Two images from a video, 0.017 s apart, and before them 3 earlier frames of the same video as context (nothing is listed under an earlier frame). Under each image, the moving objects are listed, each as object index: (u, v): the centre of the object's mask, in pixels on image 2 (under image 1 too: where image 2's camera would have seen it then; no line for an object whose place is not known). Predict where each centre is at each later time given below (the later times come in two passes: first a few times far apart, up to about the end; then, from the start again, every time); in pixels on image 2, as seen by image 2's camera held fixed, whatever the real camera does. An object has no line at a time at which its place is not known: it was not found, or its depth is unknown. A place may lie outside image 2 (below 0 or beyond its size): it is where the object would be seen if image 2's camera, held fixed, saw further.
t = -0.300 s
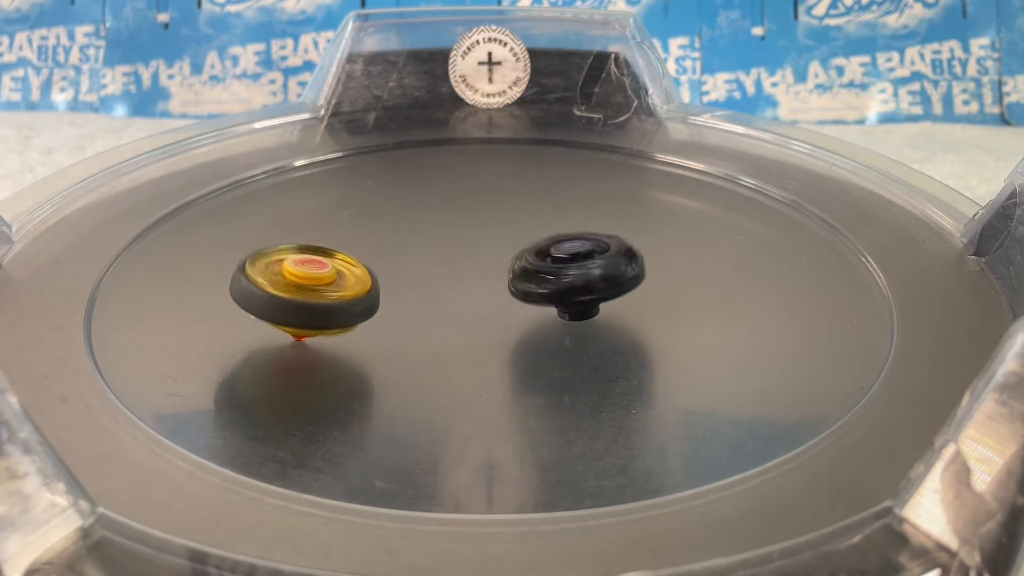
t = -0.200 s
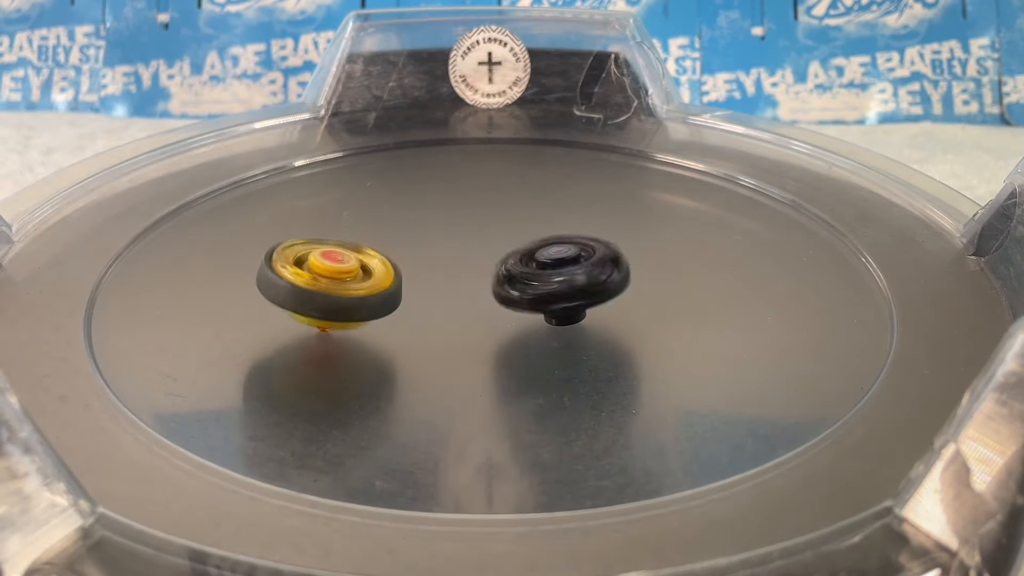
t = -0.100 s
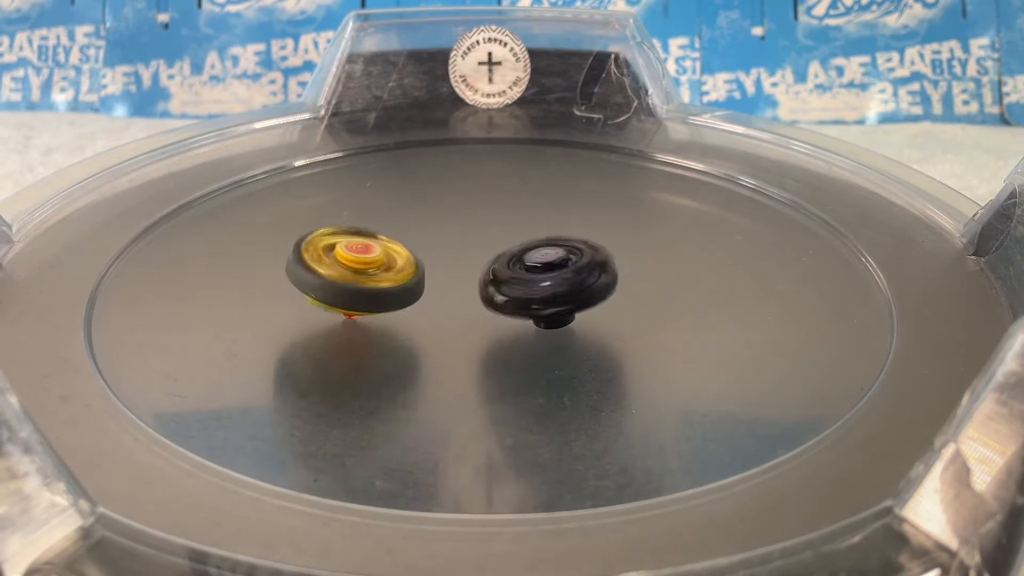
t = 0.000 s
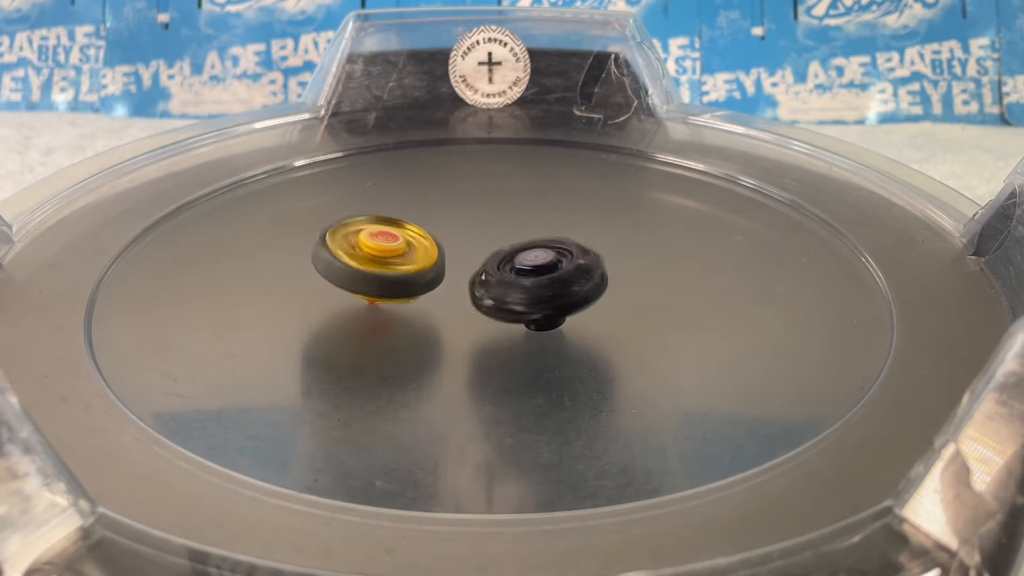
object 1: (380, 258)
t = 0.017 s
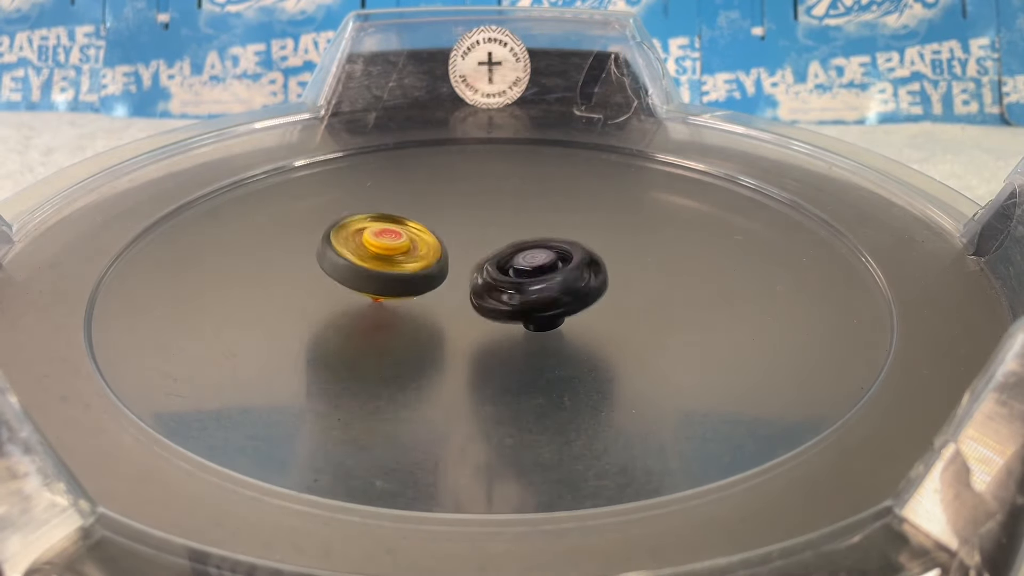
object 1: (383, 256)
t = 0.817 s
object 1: (500, 204)
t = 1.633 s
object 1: (603, 250)
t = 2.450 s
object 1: (645, 331)
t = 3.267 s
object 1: (396, 336)
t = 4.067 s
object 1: (201, 253)
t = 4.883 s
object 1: (226, 214)
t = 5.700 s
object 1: (394, 330)
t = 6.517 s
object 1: (690, 261)
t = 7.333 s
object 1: (469, 239)
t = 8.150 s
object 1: (368, 283)
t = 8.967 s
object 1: (462, 337)
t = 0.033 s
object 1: (386, 254)
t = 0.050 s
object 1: (390, 252)
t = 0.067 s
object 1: (393, 250)
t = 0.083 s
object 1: (396, 248)
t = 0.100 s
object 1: (400, 246)
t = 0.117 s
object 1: (403, 243)
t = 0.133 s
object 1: (406, 240)
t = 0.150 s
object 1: (409, 237)
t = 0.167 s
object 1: (412, 235)
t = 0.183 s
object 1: (413, 233)
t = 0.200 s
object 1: (416, 231)
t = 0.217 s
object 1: (418, 229)
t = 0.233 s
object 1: (421, 227)
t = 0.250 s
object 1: (423, 225)
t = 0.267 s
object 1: (425, 223)
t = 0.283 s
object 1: (427, 220)
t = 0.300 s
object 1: (429, 218)
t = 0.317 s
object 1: (431, 217)
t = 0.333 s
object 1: (433, 215)
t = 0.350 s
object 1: (434, 214)
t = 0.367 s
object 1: (436, 213)
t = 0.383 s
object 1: (438, 211)
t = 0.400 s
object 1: (440, 209)
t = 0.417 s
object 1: (442, 208)
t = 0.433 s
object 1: (444, 207)
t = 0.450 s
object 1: (445, 206)
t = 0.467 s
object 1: (447, 205)
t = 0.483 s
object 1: (449, 205)
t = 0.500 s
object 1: (451, 204)
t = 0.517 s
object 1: (453, 204)
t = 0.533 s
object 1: (455, 203)
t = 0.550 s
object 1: (457, 202)
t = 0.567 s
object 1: (459, 202)
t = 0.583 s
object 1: (461, 202)
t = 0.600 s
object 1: (463, 202)
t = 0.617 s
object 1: (466, 202)
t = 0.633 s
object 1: (468, 202)
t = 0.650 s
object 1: (472, 202)
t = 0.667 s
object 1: (474, 202)
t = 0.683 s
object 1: (477, 202)
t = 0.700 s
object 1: (479, 202)
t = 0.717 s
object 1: (482, 203)
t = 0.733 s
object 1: (484, 203)
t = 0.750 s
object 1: (488, 204)
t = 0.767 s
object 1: (491, 204)
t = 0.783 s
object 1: (494, 204)
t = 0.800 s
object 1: (497, 204)
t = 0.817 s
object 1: (500, 204)
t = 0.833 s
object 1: (504, 205)
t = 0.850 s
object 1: (510, 204)
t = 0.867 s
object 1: (513, 204)
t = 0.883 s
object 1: (516, 206)
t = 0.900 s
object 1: (521, 206)
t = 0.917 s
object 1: (523, 207)
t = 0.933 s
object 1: (527, 208)
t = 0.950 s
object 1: (532, 208)
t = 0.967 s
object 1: (537, 205)
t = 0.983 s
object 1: (540, 201)
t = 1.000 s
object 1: (546, 196)
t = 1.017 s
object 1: (550, 193)
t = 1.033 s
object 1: (553, 191)
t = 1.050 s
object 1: (555, 190)
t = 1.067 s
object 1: (557, 190)
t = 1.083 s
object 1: (559, 189)
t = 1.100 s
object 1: (561, 189)
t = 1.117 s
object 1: (562, 188)
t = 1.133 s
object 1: (562, 189)
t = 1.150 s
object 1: (563, 189)
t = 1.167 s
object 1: (565, 190)
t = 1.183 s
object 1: (566, 191)
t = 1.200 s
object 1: (567, 191)
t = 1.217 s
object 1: (567, 192)
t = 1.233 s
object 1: (568, 193)
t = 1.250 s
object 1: (568, 194)
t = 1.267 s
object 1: (568, 196)
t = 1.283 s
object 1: (569, 197)
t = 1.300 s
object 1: (570, 198)
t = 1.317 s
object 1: (571, 200)
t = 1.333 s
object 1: (571, 202)
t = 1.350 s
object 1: (572, 205)
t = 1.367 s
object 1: (574, 207)
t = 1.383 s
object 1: (575, 209)
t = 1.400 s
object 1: (576, 211)
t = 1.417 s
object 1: (577, 213)
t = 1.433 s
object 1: (578, 216)
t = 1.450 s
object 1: (579, 219)
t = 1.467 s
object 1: (582, 221)
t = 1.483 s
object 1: (583, 224)
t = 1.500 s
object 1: (585, 227)
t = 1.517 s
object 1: (586, 229)
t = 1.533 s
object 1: (588, 233)
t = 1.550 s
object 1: (590, 236)
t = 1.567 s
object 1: (593, 239)
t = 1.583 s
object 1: (595, 242)
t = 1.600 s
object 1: (598, 244)
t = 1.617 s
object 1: (601, 247)
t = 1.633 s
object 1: (603, 250)
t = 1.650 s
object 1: (606, 253)
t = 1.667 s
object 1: (609, 256)
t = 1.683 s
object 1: (612, 259)
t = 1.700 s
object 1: (615, 261)
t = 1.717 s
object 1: (618, 264)
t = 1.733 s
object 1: (621, 267)
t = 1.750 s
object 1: (624, 270)
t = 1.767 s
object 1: (628, 273)
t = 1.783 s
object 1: (631, 274)
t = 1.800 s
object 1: (634, 276)
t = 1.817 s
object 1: (637, 279)
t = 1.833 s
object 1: (640, 281)
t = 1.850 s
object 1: (644, 284)
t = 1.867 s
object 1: (648, 285)
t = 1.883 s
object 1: (651, 287)
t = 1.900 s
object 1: (653, 289)
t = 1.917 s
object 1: (656, 292)
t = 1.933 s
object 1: (659, 294)
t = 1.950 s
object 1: (663, 296)
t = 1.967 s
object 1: (666, 297)
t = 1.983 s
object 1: (668, 298)
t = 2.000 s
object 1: (670, 300)
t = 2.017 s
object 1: (672, 302)
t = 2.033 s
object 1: (675, 304)
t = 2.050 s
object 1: (677, 305)
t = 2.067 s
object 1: (678, 306)
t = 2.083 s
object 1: (679, 308)
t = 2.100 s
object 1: (680, 310)
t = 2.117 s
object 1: (682, 311)
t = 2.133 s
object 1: (684, 311)
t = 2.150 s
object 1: (683, 312)
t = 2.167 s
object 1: (683, 314)
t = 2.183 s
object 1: (683, 316)
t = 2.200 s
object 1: (683, 317)
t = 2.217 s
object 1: (683, 317)
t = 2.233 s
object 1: (682, 318)
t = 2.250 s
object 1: (680, 319)
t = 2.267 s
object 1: (678, 321)
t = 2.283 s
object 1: (677, 322)
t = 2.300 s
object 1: (676, 323)
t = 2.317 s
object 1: (673, 323)
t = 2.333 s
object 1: (669, 325)
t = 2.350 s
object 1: (667, 326)
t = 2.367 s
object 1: (665, 327)
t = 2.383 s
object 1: (662, 327)
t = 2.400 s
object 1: (657, 328)
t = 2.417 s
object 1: (652, 329)
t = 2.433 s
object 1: (649, 331)
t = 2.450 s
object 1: (645, 331)
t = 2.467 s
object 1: (642, 332)
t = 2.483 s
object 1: (637, 332)
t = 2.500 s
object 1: (632, 334)
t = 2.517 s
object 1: (627, 335)
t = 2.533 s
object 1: (623, 335)
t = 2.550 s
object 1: (618, 336)
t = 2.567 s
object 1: (612, 336)
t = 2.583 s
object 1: (605, 337)
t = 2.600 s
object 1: (600, 338)
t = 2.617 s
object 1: (596, 338)
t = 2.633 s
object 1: (590, 339)
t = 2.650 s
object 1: (583, 340)
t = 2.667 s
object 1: (577, 341)
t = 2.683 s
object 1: (572, 341)
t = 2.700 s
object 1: (568, 342)
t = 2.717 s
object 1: (562, 343)
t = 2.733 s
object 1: (555, 344)
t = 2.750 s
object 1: (550, 345)
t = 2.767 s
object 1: (545, 345)
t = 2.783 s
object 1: (540, 346)
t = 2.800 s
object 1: (534, 346)
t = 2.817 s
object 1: (527, 347)
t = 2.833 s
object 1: (522, 348)
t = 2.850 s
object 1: (518, 347)
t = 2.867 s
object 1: (512, 348)
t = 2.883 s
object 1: (504, 348)
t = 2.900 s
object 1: (498, 349)
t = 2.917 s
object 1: (494, 349)
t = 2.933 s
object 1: (489, 349)
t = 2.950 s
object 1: (483, 349)
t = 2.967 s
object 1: (477, 348)
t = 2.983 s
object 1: (472, 348)
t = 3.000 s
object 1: (468, 348)
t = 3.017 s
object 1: (463, 347)
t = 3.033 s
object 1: (456, 347)
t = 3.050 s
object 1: (450, 346)
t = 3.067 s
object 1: (445, 346)
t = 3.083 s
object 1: (442, 345)
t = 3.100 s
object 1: (437, 344)
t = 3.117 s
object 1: (432, 344)
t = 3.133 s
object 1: (428, 343)
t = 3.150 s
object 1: (425, 342)
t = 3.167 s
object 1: (421, 341)
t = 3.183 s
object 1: (415, 340)
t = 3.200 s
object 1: (411, 340)
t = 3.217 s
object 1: (408, 339)
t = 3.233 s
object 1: (405, 337)
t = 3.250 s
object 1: (400, 337)
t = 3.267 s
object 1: (396, 336)
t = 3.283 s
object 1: (394, 335)
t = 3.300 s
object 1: (391, 333)
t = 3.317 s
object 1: (386, 332)
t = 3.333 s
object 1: (382, 331)
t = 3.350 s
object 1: (381, 330)
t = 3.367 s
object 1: (379, 329)
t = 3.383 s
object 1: (375, 327)
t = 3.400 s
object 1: (372, 326)
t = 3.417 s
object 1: (371, 325)
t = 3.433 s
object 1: (369, 323)
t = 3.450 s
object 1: (367, 321)
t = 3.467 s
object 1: (363, 320)
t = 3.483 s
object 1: (362, 319)
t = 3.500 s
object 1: (362, 317)
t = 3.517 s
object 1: (360, 315)
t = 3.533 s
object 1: (357, 314)
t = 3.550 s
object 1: (357, 313)
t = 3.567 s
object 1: (357, 311)
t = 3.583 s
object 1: (356, 309)
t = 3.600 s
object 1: (354, 308)
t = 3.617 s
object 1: (354, 306)
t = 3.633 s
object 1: (355, 305)
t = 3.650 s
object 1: (355, 303)
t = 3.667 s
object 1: (354, 301)
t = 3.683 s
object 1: (354, 300)
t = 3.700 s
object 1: (356, 299)
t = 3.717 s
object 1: (356, 296)
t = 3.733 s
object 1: (356, 294)
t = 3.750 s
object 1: (357, 293)
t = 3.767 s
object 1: (359, 292)
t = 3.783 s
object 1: (360, 289)
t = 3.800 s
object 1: (360, 288)
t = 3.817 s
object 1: (362, 286)
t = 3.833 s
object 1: (364, 285)
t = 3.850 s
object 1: (346, 279)
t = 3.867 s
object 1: (317, 276)
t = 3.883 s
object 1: (293, 271)
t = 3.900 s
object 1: (272, 265)
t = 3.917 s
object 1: (252, 261)
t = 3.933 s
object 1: (237, 257)
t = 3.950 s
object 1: (226, 254)
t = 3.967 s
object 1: (216, 251)
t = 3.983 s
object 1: (208, 250)
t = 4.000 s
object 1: (204, 250)
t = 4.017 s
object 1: (202, 249)
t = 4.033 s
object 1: (199, 250)
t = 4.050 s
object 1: (199, 252)
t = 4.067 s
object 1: (201, 253)
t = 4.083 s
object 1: (201, 254)
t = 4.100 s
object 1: (202, 257)
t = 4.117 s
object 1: (206, 259)
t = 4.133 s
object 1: (209, 260)
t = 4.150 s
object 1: (213, 263)
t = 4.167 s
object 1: (218, 266)
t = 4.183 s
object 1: (225, 267)
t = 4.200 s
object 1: (230, 269)
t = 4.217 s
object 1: (237, 272)
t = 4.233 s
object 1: (246, 274)
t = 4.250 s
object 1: (253, 275)
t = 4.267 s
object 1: (261, 278)
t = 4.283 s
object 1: (271, 279)
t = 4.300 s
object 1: (280, 279)
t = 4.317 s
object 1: (289, 281)
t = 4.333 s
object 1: (300, 283)
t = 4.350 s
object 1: (311, 282)
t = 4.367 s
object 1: (321, 283)
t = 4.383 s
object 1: (332, 284)
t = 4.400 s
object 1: (343, 283)
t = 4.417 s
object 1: (353, 283)
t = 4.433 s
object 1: (364, 283)
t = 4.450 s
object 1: (375, 283)
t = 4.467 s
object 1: (385, 281)
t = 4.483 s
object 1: (396, 281)
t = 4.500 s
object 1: (406, 280)
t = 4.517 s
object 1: (392, 272)
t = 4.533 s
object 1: (361, 260)
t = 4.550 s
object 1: (332, 247)
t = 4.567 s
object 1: (307, 234)
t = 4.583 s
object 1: (285, 223)
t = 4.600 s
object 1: (267, 212)
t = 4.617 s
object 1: (252, 201)
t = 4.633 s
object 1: (239, 194)
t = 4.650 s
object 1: (229, 188)
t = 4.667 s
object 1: (222, 182)
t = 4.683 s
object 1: (216, 180)
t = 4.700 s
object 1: (214, 179)
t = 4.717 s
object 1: (211, 178)
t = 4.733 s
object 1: (209, 181)
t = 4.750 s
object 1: (209, 183)
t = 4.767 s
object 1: (209, 185)
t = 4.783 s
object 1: (208, 189)
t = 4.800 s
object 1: (210, 192)
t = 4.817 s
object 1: (211, 195)
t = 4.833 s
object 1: (214, 200)
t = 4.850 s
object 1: (218, 204)
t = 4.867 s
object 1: (221, 208)
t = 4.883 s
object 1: (226, 214)
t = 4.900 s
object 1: (232, 218)
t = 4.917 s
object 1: (238, 222)
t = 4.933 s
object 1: (245, 228)
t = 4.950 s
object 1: (253, 232)
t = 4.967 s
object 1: (260, 236)
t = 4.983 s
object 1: (271, 242)
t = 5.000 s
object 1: (281, 245)
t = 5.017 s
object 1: (291, 250)
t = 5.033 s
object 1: (302, 254)
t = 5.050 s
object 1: (309, 254)
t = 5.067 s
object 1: (285, 240)
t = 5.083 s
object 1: (262, 233)
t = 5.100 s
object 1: (239, 233)
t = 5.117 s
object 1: (218, 241)
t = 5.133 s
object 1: (203, 239)
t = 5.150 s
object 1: (189, 234)
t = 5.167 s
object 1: (177, 239)
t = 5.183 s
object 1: (171, 238)
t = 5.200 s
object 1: (167, 235)
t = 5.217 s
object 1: (167, 240)
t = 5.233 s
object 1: (168, 245)
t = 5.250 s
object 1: (172, 246)
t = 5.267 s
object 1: (179, 253)
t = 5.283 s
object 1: (188, 253)
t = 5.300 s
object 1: (200, 261)
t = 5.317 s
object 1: (213, 265)
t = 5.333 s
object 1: (226, 271)
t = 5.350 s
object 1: (241, 277)
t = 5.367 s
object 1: (255, 280)
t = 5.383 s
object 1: (270, 286)
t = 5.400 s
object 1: (287, 291)
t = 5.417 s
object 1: (302, 295)
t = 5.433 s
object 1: (318, 300)
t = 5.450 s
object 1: (334, 302)
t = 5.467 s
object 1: (350, 306)
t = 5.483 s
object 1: (367, 308)
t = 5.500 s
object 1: (382, 309)
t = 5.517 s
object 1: (398, 311)
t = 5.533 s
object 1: (413, 312)
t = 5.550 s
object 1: (428, 313)
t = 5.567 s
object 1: (442, 313)
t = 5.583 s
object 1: (456, 312)
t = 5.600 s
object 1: (468, 311)
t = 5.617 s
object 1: (454, 311)
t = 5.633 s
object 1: (437, 320)
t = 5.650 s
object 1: (423, 323)
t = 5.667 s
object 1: (411, 325)
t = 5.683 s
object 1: (401, 328)
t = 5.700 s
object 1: (394, 330)
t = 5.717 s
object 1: (388, 332)
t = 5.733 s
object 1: (386, 333)
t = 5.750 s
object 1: (386, 334)
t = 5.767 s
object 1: (388, 336)
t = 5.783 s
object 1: (394, 337)
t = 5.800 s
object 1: (400, 337)
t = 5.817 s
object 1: (410, 339)
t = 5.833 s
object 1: (420, 339)
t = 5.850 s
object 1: (431, 341)
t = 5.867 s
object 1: (443, 342)
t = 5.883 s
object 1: (454, 341)
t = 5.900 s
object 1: (465, 342)
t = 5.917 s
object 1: (477, 341)
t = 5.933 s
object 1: (488, 342)
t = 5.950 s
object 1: (499, 341)
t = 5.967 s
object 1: (510, 339)
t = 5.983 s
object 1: (520, 339)
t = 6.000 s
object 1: (530, 336)
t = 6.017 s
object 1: (541, 336)
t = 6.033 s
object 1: (551, 334)
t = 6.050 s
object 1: (560, 331)
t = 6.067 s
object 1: (569, 329)
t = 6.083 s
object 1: (578, 325)
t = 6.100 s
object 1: (584, 324)
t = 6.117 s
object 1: (593, 320)
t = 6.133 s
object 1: (599, 317)
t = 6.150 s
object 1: (608, 317)
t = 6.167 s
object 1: (619, 317)
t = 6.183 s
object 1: (630, 319)
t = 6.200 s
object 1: (641, 317)
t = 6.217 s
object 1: (648, 316)
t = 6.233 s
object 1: (654, 315)
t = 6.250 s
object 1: (659, 311)
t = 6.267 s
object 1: (665, 309)
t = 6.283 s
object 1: (670, 305)
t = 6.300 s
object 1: (675, 303)
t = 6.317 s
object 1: (680, 299)
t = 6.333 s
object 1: (683, 296)
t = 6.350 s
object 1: (687, 293)
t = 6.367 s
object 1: (688, 289)
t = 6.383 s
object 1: (691, 287)
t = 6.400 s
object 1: (693, 282)
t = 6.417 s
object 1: (694, 280)
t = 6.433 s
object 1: (695, 276)
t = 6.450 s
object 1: (694, 274)
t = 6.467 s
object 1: (695, 270)
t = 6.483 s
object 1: (693, 267)
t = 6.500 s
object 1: (693, 265)
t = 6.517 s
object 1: (690, 261)
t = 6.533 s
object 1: (688, 260)
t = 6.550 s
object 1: (685, 257)
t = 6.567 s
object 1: (682, 255)
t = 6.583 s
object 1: (679, 253)
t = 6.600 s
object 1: (674, 250)
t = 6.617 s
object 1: (671, 250)
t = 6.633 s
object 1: (666, 247)
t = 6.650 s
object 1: (661, 246)
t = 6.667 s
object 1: (656, 244)
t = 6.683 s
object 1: (650, 243)
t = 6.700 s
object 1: (646, 242)
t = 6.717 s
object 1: (638, 241)
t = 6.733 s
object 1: (633, 241)
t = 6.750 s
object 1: (625, 240)
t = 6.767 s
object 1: (619, 240)
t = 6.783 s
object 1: (612, 239)
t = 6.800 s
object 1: (605, 240)
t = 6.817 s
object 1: (600, 238)
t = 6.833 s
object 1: (604, 234)
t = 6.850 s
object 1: (610, 229)
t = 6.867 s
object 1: (614, 225)
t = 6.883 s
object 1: (614, 222)
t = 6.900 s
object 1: (612, 220)
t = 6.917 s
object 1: (611, 219)
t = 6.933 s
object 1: (607, 217)
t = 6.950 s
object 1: (601, 217)
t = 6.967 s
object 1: (596, 216)
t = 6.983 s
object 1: (590, 217)
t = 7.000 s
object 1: (585, 216)
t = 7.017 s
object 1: (578, 216)
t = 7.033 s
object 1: (572, 216)
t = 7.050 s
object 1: (564, 217)
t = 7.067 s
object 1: (559, 217)
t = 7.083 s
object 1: (551, 218)
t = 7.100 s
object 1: (546, 218)
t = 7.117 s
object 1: (539, 219)
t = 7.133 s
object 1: (533, 221)
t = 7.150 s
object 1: (526, 222)
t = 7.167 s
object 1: (521, 223)
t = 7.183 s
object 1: (515, 224)
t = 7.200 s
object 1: (509, 227)
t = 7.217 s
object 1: (504, 228)
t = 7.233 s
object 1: (497, 231)
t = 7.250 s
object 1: (493, 233)
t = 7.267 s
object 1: (486, 235)
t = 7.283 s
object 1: (482, 238)
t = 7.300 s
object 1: (477, 239)
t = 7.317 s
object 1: (474, 240)
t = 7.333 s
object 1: (469, 239)
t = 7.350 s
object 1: (470, 236)
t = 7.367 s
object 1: (469, 232)
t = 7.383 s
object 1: (470, 228)
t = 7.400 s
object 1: (469, 225)
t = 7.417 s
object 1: (469, 224)
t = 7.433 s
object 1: (466, 223)
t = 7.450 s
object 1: (465, 224)
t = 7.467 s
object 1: (461, 224)
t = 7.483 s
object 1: (457, 226)
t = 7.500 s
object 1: (453, 227)
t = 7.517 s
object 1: (447, 229)
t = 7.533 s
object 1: (444, 230)
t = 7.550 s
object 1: (438, 233)
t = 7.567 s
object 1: (436, 234)
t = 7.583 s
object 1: (431, 237)
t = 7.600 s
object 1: (428, 239)
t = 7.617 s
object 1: (423, 242)
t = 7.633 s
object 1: (422, 244)
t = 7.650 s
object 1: (418, 247)
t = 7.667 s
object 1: (416, 249)
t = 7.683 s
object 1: (413, 252)
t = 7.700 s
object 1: (413, 255)
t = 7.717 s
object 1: (410, 258)
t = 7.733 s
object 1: (410, 261)
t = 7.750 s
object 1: (408, 264)
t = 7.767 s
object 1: (409, 267)
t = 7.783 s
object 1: (407, 270)
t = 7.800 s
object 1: (408, 272)
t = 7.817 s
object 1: (403, 270)
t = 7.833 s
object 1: (395, 268)
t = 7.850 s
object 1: (387, 265)
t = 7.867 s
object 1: (381, 264)
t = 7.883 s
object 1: (375, 260)
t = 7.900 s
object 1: (374, 261)
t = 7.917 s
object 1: (371, 258)
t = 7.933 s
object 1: (372, 259)
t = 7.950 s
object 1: (369, 260)
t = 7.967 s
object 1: (369, 261)
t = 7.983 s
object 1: (367, 262)
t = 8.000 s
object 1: (368, 264)
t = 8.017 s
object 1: (365, 266)
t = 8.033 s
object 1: (367, 269)
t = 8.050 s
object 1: (365, 271)
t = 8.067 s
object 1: (366, 273)
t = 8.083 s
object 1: (364, 275)
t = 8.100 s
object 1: (366, 277)
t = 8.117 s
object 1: (365, 279)
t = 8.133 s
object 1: (368, 281)
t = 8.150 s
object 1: (368, 283)
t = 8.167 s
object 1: (371, 285)
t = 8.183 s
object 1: (372, 287)
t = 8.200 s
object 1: (376, 289)
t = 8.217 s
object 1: (377, 291)
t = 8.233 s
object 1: (383, 293)
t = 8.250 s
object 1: (385, 295)
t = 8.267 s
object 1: (390, 296)
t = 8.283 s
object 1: (393, 299)
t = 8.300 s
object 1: (399, 300)
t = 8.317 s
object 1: (403, 302)
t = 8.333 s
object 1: (409, 302)
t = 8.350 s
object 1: (414, 304)
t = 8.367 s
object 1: (420, 304)
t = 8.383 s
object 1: (425, 306)
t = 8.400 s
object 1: (411, 303)
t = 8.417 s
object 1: (393, 308)
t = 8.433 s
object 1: (377, 309)
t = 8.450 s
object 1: (362, 312)
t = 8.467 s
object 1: (351, 308)
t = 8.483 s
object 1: (339, 311)
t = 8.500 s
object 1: (331, 310)
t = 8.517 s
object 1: (325, 311)
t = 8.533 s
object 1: (321, 311)
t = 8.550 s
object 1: (320, 313)
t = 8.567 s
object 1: (319, 314)
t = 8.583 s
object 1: (322, 316)
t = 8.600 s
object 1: (323, 317)
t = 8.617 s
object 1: (328, 320)
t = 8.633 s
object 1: (331, 323)
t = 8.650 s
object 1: (337, 324)
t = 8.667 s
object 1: (340, 327)
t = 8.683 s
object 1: (346, 328)
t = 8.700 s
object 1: (351, 331)
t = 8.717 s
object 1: (356, 332)
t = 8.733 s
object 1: (362, 335)
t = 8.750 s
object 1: (368, 335)
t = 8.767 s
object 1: (375, 338)
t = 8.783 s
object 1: (380, 338)
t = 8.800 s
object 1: (388, 340)
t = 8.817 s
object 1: (394, 340)
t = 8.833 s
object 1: (403, 341)
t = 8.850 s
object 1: (408, 341)
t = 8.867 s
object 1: (418, 342)
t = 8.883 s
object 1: (424, 342)
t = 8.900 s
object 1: (432, 340)
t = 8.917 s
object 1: (439, 341)
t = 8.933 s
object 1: (447, 339)
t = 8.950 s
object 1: (455, 340)
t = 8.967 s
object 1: (462, 337)
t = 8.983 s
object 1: (470, 338)
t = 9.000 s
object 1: (477, 335)
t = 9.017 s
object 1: (485, 334)
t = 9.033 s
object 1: (491, 332)
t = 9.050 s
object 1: (499, 331)
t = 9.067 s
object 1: (500, 328)
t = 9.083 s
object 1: (494, 331)
